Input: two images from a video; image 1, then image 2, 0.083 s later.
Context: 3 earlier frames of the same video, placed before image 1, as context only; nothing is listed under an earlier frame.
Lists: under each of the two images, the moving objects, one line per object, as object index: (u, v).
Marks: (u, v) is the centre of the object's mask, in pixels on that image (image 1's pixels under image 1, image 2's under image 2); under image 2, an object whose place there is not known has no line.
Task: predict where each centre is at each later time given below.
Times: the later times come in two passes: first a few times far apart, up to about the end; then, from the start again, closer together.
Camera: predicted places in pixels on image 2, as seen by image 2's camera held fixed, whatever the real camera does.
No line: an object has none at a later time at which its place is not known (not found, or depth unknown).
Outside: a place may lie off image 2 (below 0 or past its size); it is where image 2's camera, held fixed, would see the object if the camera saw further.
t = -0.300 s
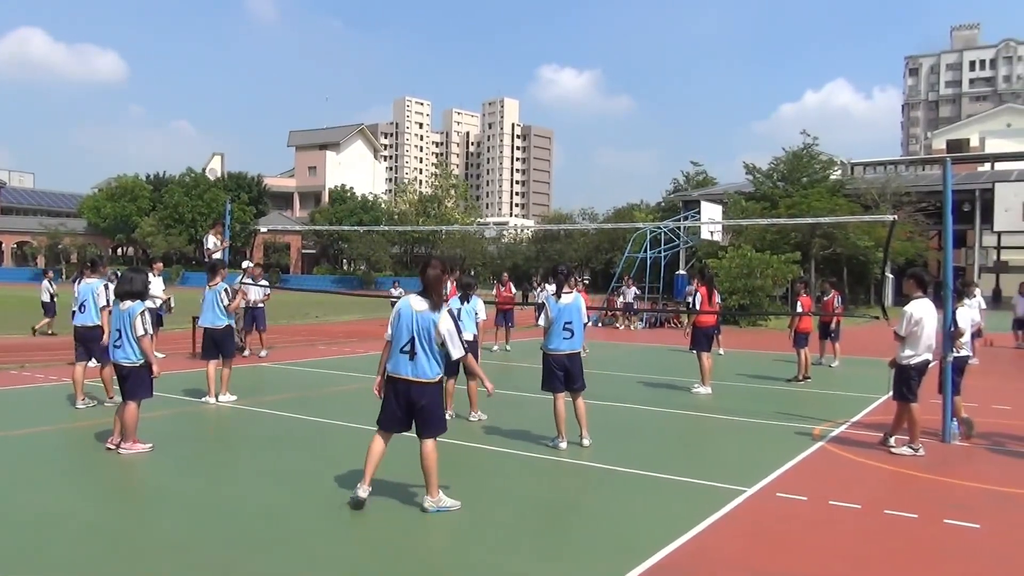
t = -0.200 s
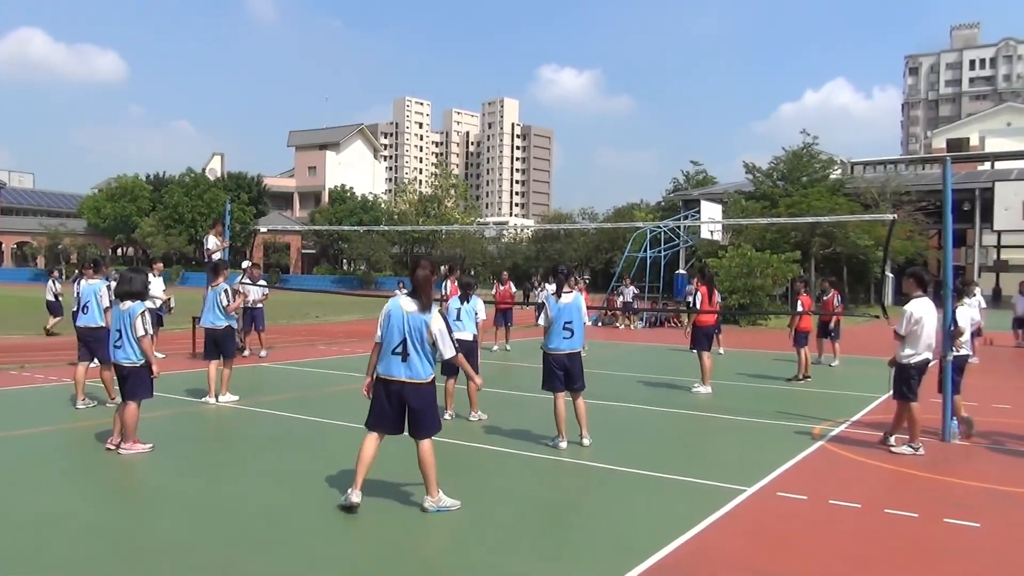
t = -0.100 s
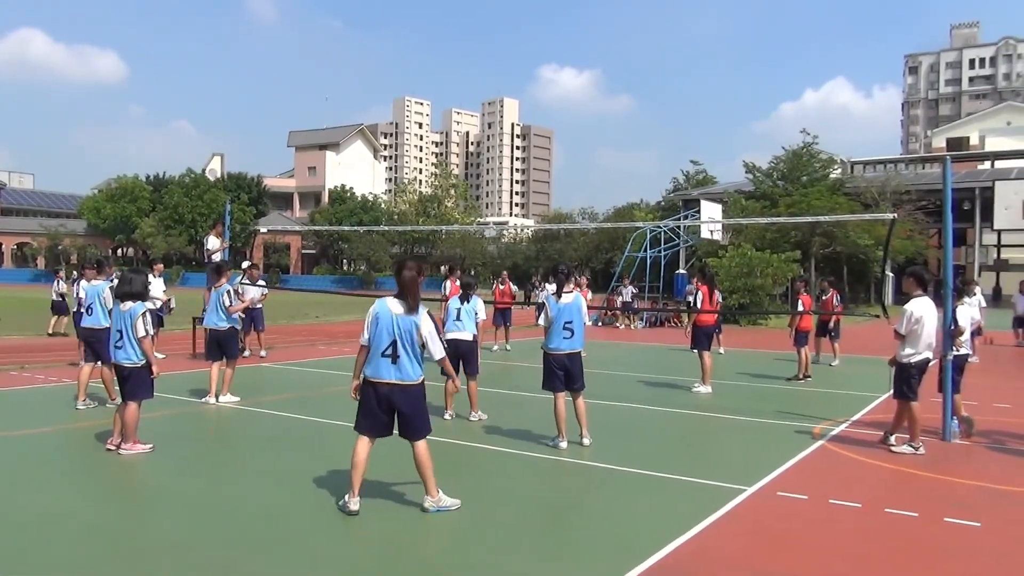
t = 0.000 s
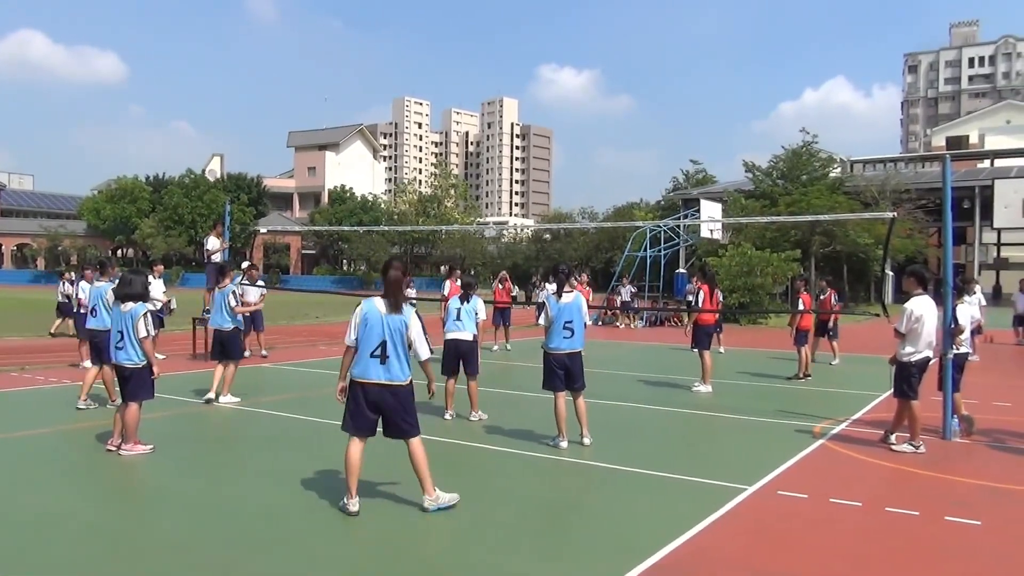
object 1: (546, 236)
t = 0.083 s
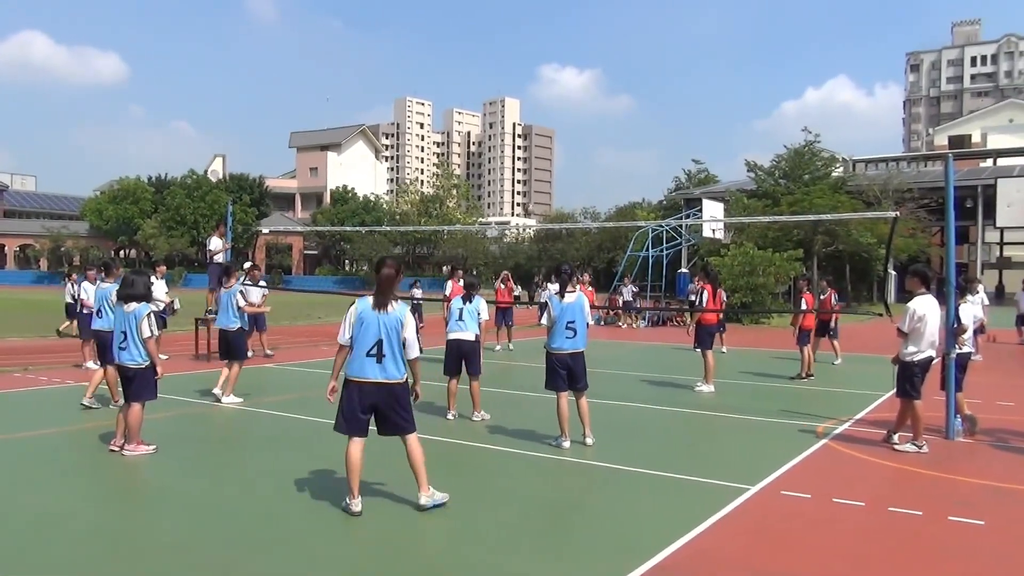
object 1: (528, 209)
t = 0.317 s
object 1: (467, 138)
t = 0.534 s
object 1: (389, 80)
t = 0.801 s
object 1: (253, 37)
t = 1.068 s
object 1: (21, 54)
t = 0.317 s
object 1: (467, 138)
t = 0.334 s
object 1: (462, 132)
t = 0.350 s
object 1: (457, 128)
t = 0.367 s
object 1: (451, 123)
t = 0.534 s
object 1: (389, 80)
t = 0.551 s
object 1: (382, 76)
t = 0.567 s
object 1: (376, 73)
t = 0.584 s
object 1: (368, 70)
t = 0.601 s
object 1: (360, 66)
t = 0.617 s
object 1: (353, 62)
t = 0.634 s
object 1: (345, 60)
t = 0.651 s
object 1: (337, 56)
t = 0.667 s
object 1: (329, 54)
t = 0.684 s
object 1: (319, 51)
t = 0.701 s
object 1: (311, 49)
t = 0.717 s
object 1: (302, 47)
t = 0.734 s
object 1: (292, 44)
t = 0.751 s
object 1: (283, 42)
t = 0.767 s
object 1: (273, 40)
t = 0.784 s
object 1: (263, 39)
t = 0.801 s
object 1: (253, 37)
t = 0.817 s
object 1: (242, 36)
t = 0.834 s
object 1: (230, 35)
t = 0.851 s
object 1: (219, 34)
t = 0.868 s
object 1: (207, 34)
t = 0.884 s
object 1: (194, 33)
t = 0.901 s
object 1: (181, 34)
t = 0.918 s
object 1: (168, 34)
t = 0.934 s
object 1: (155, 34)
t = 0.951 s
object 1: (140, 35)
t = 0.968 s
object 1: (124, 36)
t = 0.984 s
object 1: (109, 38)
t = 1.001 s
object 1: (93, 40)
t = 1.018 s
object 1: (76, 43)
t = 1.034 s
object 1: (58, 47)
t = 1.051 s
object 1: (40, 50)
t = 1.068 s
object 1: (21, 54)
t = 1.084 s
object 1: (0, 59)
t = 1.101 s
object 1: (-20, 65)
